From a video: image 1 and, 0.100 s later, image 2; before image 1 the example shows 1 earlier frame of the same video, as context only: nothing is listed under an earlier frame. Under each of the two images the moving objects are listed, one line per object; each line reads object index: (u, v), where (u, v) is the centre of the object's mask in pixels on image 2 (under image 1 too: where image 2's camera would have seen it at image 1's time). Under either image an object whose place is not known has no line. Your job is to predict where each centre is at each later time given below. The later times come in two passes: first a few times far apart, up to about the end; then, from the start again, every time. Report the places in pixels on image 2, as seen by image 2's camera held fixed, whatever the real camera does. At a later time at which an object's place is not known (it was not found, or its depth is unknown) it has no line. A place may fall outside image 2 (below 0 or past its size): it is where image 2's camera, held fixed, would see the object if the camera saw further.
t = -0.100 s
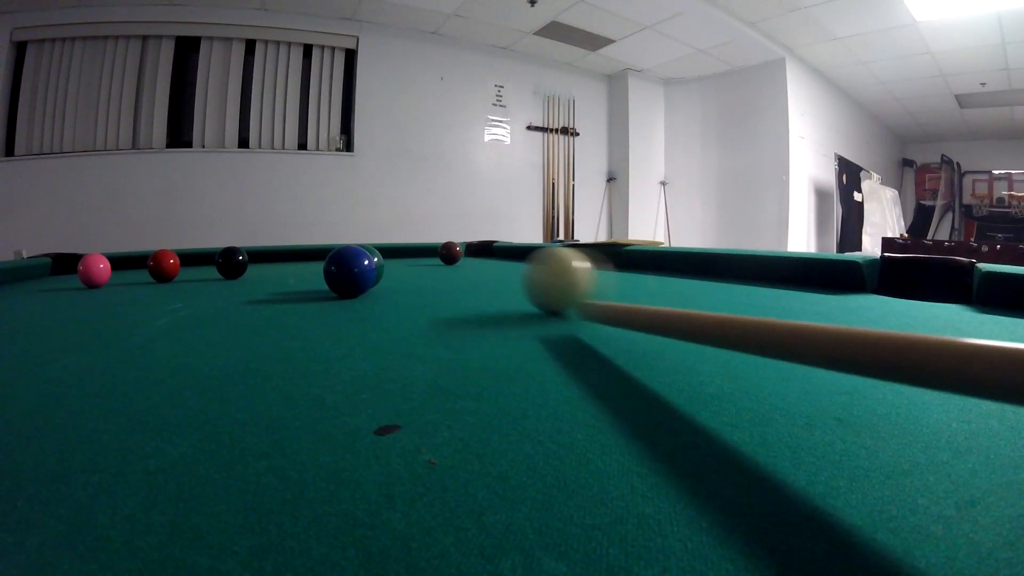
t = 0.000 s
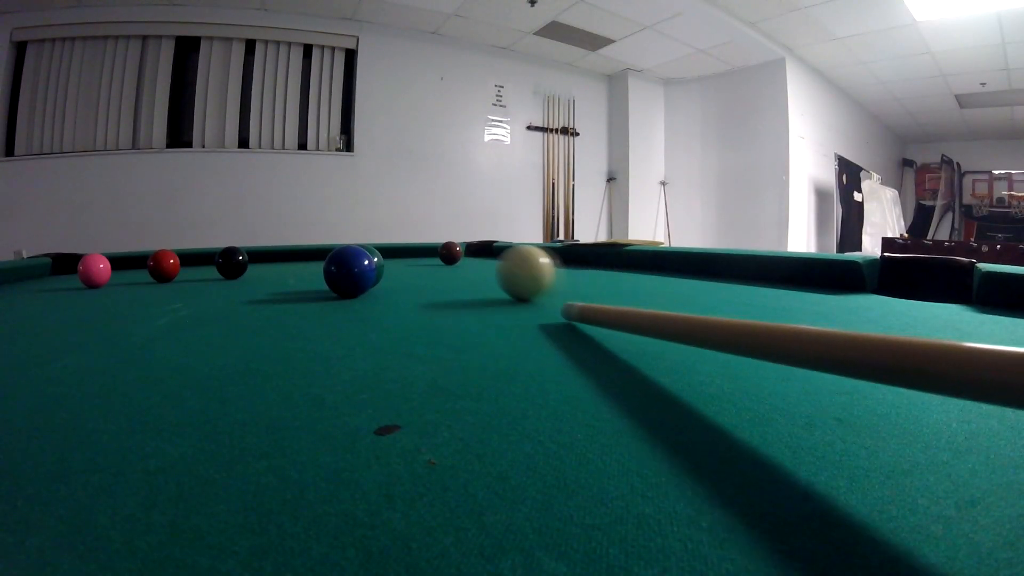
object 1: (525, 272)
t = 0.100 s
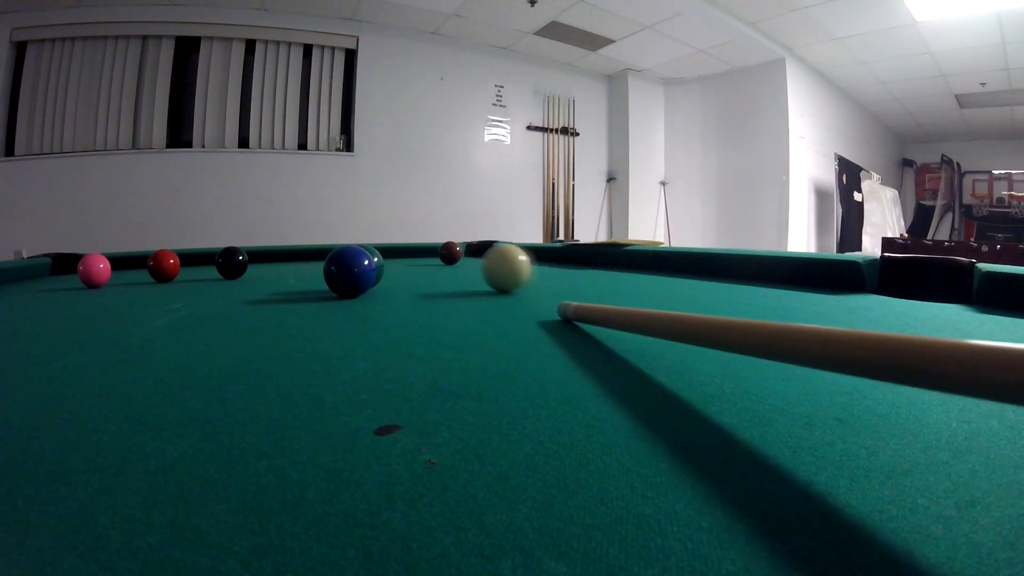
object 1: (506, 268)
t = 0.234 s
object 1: (488, 263)
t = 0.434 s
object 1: (469, 259)
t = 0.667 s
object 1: (454, 256)
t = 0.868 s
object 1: (445, 254)
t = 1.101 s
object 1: (430, 253)
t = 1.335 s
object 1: (417, 253)
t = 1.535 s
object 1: (408, 253)
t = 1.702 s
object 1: (402, 253)
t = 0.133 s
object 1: (501, 266)
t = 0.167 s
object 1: (496, 265)
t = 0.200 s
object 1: (492, 264)
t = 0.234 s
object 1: (488, 263)
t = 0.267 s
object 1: (484, 262)
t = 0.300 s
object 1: (481, 262)
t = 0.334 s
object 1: (477, 261)
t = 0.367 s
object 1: (474, 260)
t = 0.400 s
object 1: (471, 259)
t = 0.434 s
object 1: (469, 259)
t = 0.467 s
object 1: (466, 258)
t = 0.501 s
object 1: (464, 258)
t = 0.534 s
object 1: (461, 257)
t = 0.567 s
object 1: (460, 257)
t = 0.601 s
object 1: (458, 256)
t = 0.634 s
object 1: (456, 256)
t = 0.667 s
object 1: (454, 256)
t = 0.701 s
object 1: (452, 255)
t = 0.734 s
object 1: (451, 255)
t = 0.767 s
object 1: (450, 255)
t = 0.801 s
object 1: (448, 254)
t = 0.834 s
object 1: (447, 254)
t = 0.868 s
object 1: (445, 254)
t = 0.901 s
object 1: (442, 254)
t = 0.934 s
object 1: (440, 254)
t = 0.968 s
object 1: (438, 254)
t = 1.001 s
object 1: (436, 254)
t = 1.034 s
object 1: (434, 254)
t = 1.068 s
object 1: (432, 254)
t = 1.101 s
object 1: (430, 253)
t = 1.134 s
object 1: (428, 254)
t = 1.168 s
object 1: (426, 253)
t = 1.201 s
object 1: (424, 253)
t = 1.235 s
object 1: (422, 253)
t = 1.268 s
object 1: (420, 253)
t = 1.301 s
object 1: (419, 253)
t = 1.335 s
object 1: (417, 253)
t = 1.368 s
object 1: (415, 253)
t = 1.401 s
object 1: (414, 253)
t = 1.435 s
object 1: (413, 253)
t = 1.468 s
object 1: (411, 253)
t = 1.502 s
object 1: (410, 253)
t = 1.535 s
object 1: (408, 253)
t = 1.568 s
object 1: (407, 253)
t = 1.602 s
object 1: (405, 253)
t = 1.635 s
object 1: (404, 253)
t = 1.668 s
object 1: (403, 253)
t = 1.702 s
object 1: (402, 253)
